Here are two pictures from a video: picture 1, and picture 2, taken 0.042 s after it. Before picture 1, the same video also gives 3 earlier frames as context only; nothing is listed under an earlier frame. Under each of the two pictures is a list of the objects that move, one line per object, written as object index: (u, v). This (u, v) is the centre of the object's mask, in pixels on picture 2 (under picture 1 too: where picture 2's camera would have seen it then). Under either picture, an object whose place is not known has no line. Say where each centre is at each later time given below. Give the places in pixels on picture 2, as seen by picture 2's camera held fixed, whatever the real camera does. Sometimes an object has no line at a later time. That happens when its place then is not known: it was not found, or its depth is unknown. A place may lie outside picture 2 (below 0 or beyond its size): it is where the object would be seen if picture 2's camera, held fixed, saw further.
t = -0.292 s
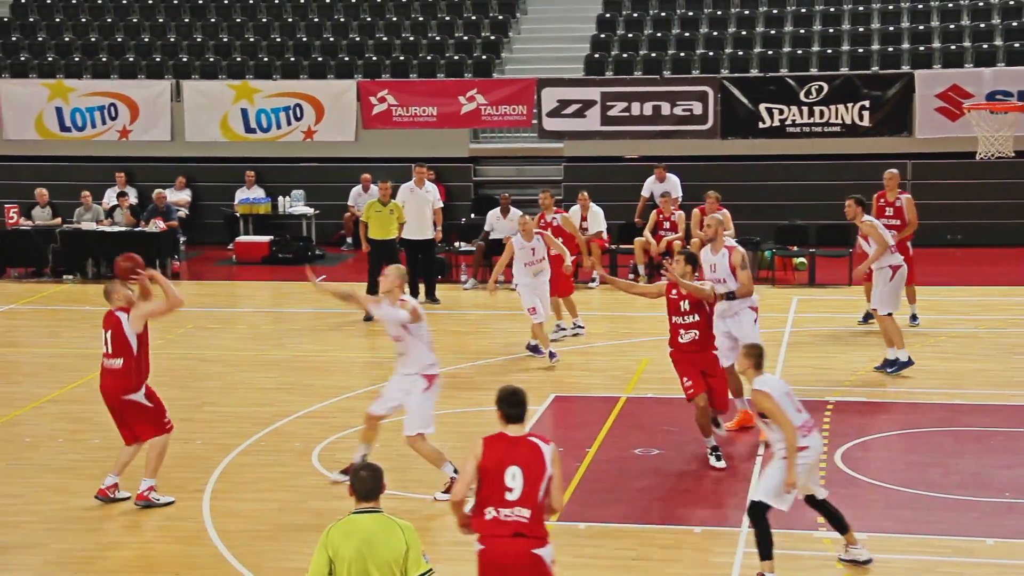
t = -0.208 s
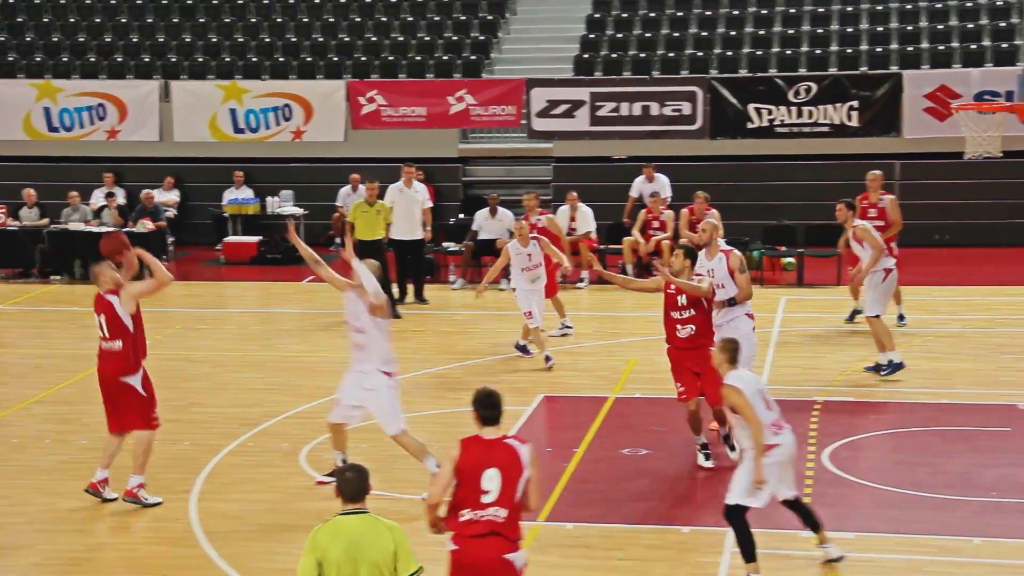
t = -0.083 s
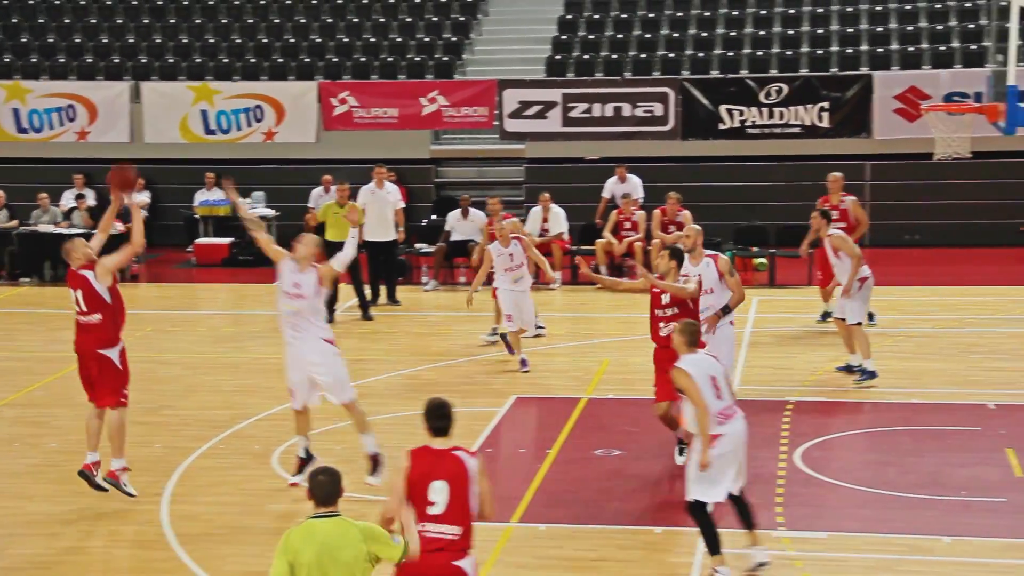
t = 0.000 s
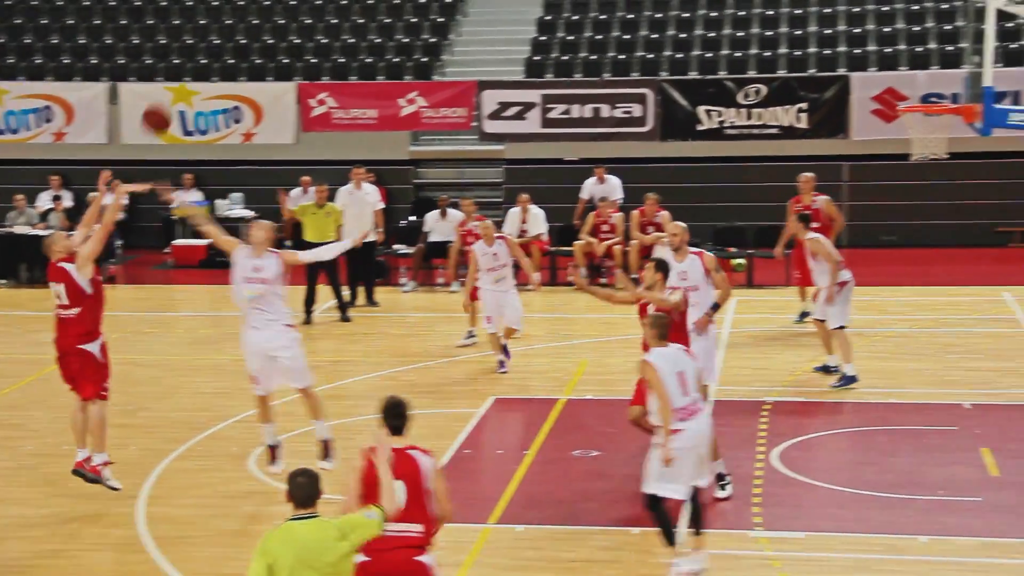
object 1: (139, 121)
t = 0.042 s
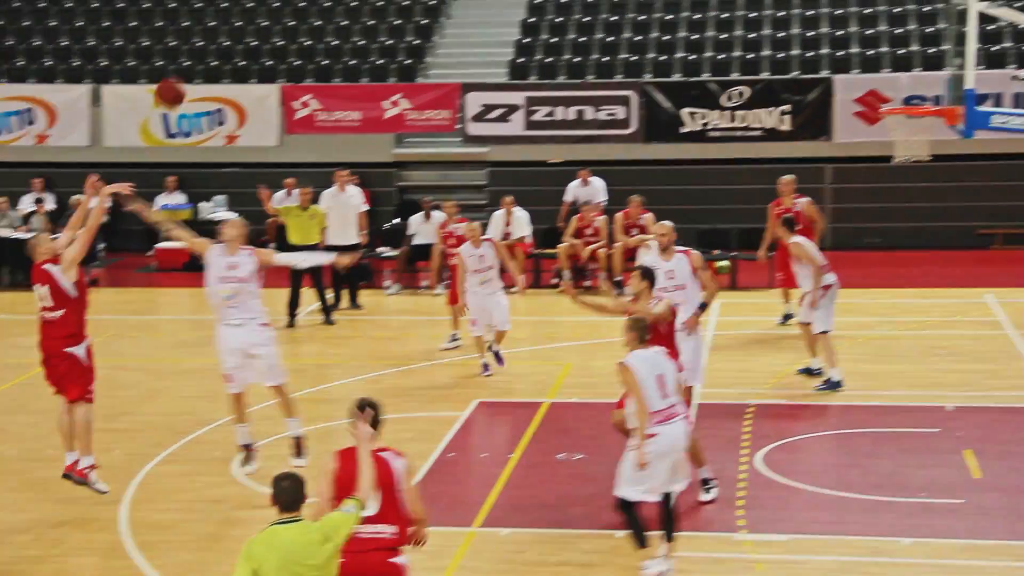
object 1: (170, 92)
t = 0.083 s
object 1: (202, 67)
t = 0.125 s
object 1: (232, 42)
